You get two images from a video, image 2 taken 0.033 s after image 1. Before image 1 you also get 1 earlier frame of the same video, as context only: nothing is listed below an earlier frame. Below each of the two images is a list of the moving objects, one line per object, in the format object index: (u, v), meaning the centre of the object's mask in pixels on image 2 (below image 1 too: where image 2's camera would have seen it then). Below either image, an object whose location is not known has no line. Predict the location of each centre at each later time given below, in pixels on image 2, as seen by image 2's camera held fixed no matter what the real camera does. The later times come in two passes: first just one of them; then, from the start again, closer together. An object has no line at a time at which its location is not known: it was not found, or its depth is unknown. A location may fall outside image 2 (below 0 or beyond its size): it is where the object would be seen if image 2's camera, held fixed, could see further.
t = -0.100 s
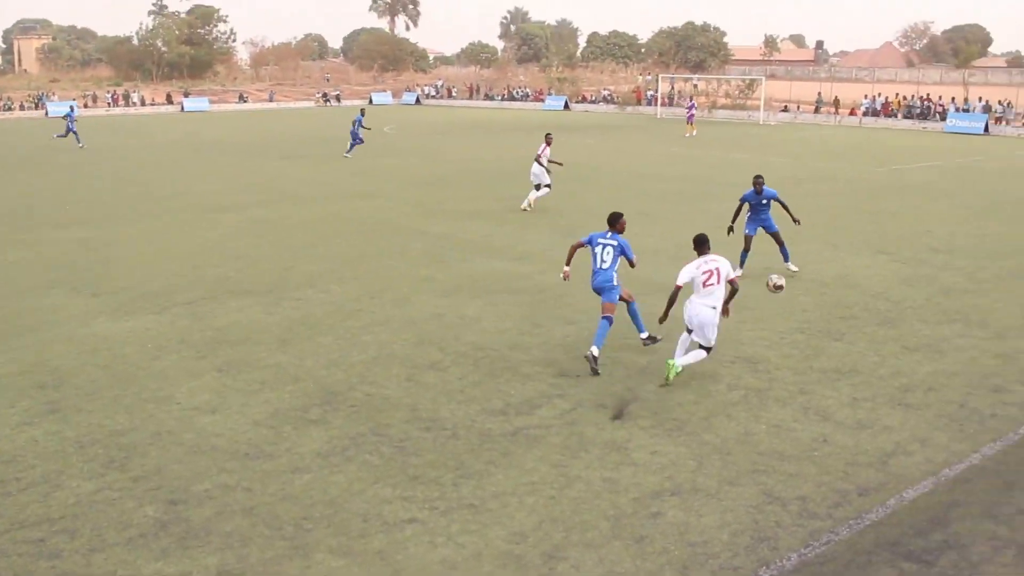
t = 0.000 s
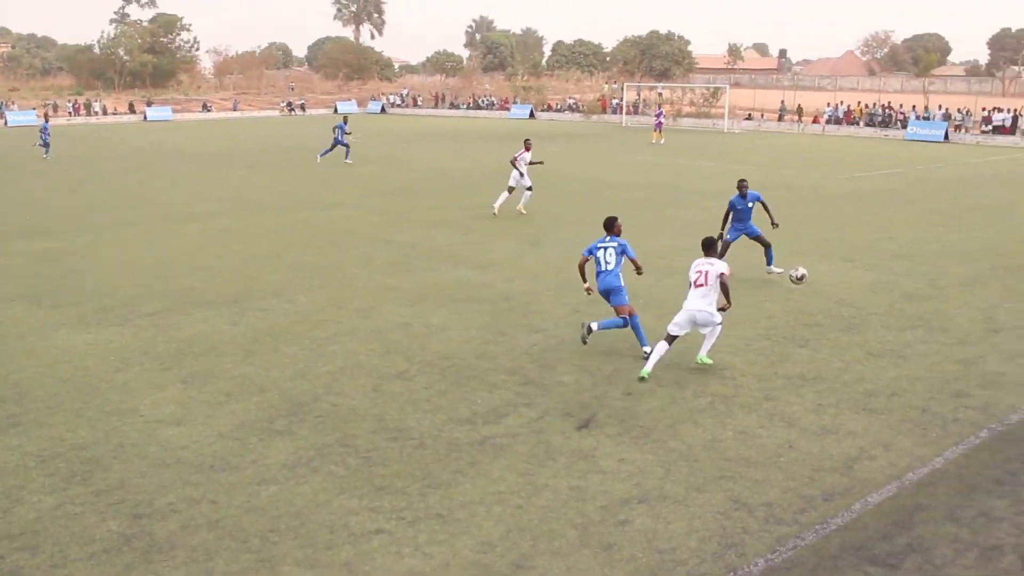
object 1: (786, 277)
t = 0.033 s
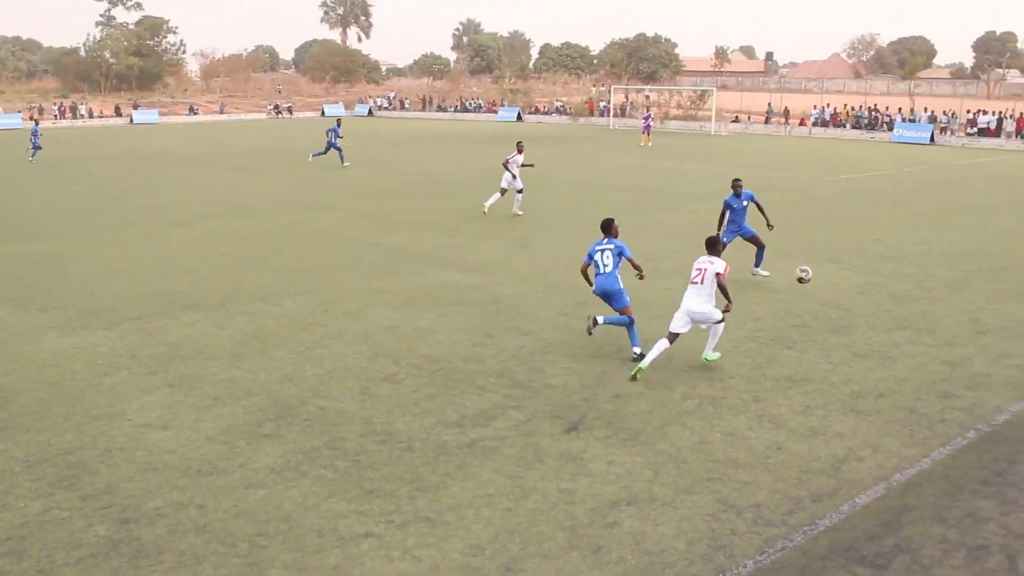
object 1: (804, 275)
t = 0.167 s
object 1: (867, 272)
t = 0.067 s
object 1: (820, 273)
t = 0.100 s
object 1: (835, 273)
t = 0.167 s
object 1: (867, 272)
